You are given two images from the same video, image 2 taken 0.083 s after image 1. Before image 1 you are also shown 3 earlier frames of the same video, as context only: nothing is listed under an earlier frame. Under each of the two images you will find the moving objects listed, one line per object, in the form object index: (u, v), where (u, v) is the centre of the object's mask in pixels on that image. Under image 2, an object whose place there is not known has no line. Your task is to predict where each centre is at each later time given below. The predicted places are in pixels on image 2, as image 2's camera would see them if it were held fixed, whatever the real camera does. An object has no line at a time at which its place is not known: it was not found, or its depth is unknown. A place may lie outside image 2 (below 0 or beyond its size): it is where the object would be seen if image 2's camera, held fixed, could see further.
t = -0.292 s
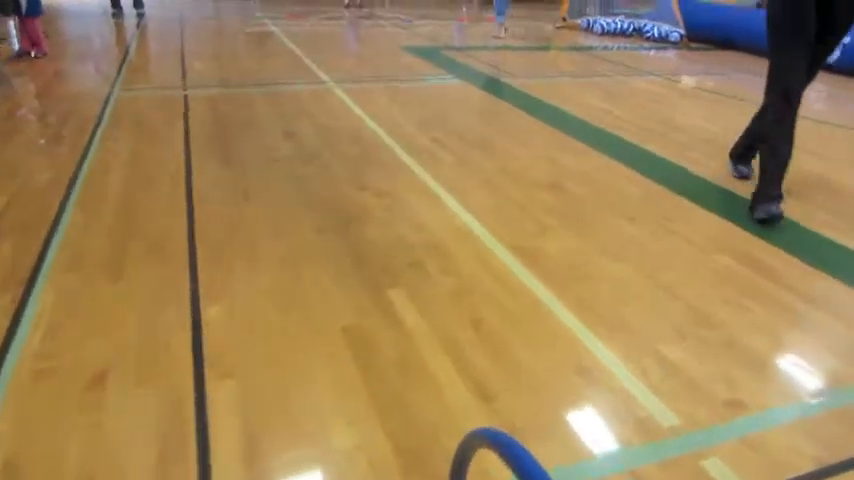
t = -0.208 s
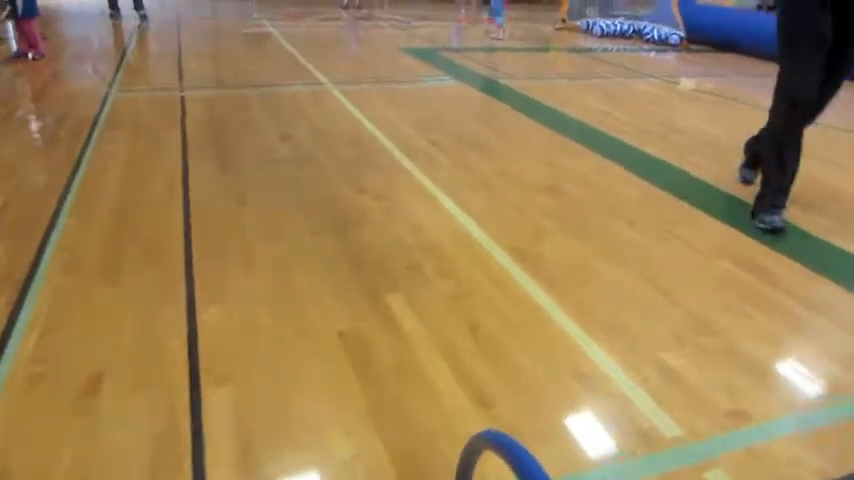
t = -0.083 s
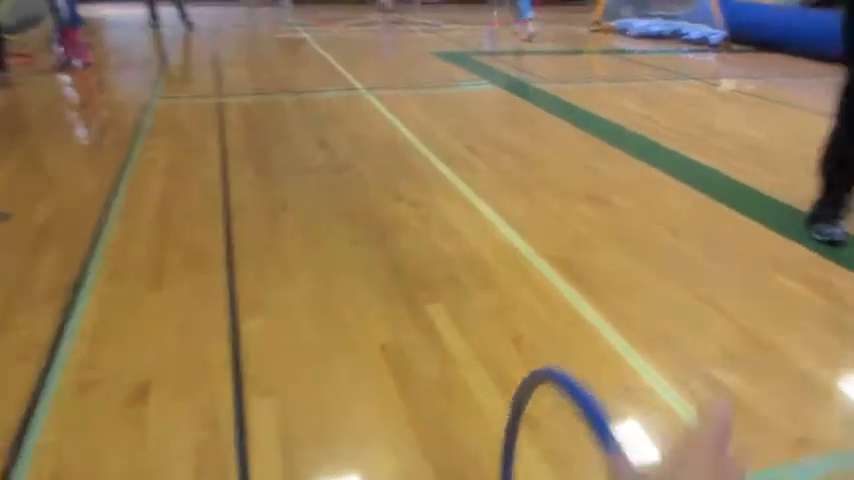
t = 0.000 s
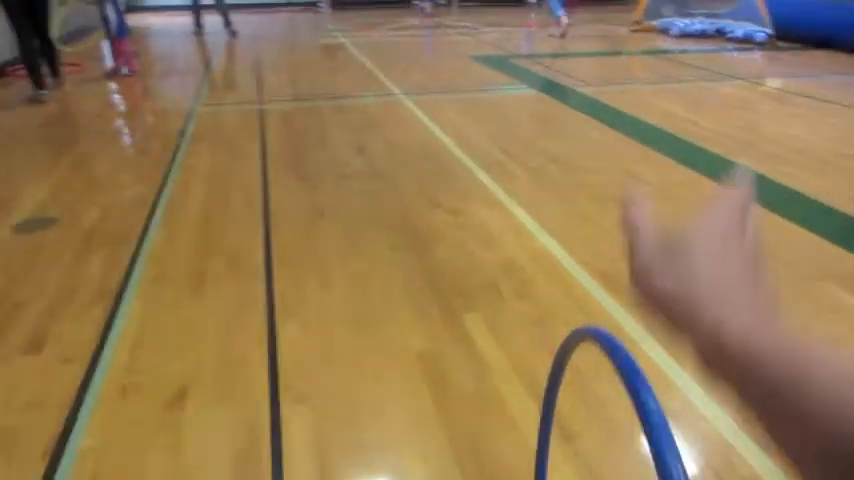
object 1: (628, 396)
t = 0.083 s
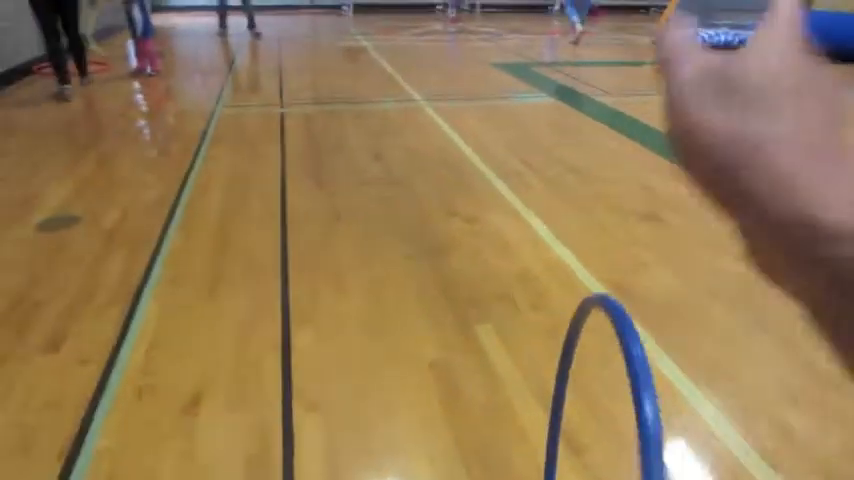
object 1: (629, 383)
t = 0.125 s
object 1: (614, 369)
